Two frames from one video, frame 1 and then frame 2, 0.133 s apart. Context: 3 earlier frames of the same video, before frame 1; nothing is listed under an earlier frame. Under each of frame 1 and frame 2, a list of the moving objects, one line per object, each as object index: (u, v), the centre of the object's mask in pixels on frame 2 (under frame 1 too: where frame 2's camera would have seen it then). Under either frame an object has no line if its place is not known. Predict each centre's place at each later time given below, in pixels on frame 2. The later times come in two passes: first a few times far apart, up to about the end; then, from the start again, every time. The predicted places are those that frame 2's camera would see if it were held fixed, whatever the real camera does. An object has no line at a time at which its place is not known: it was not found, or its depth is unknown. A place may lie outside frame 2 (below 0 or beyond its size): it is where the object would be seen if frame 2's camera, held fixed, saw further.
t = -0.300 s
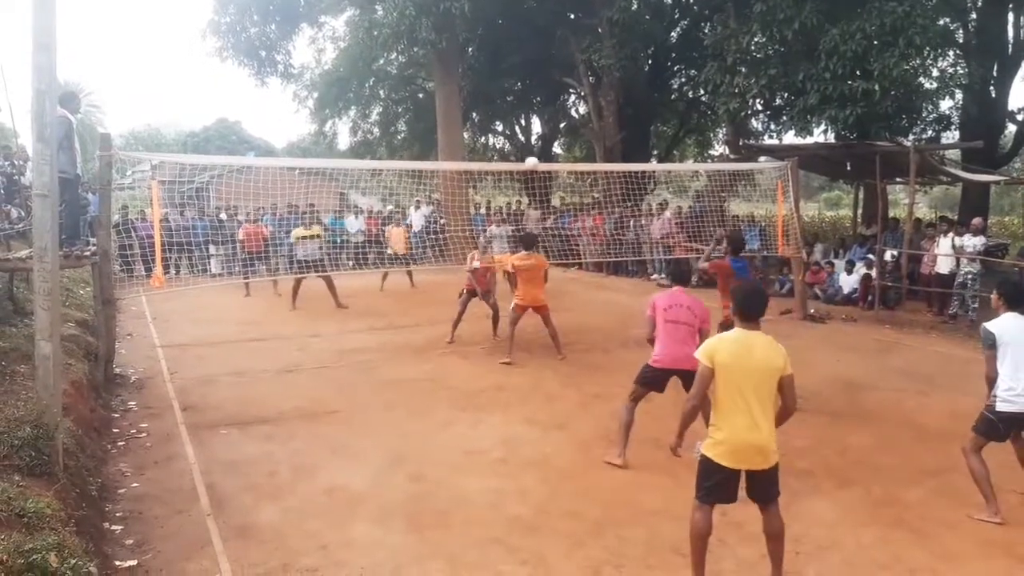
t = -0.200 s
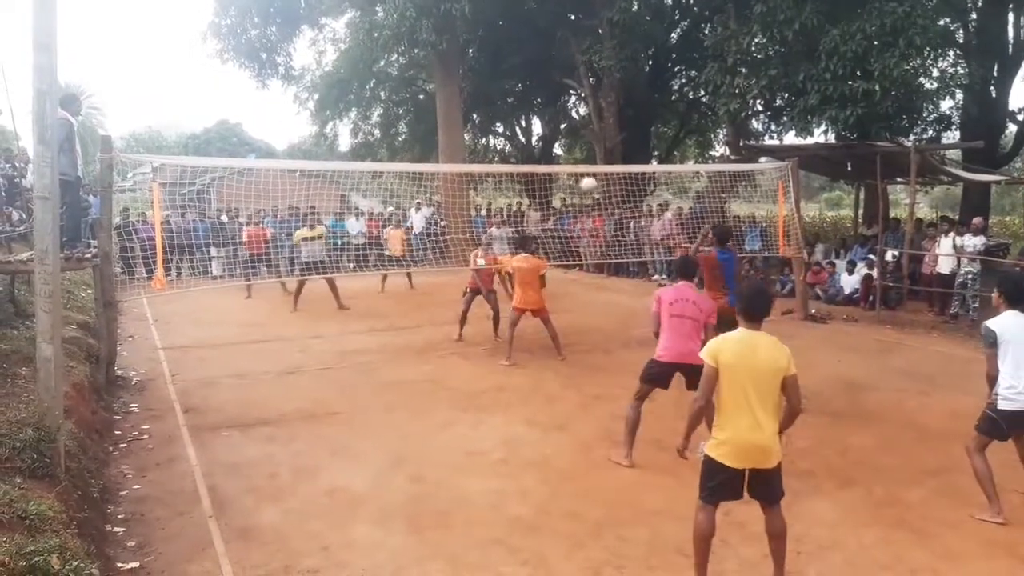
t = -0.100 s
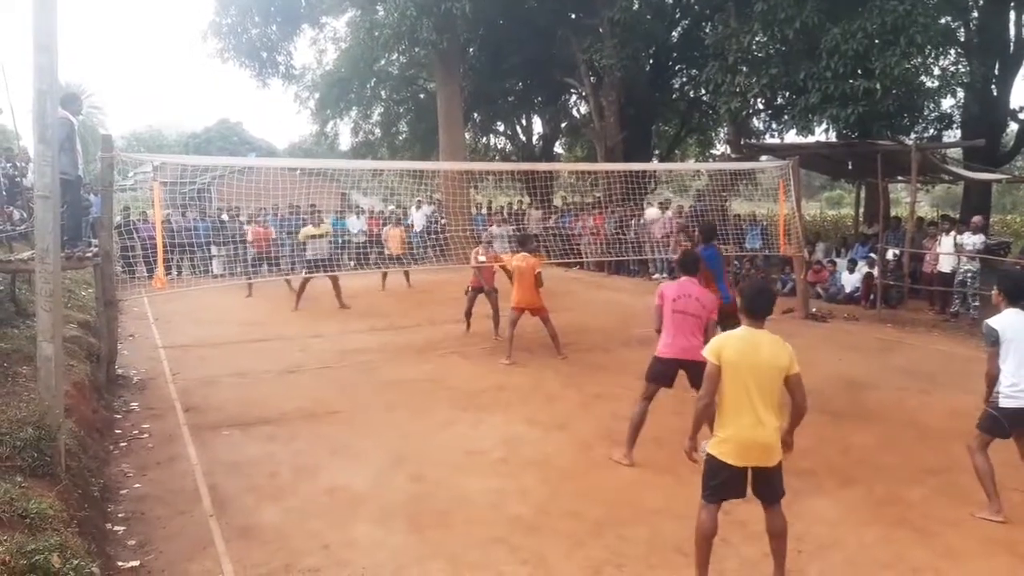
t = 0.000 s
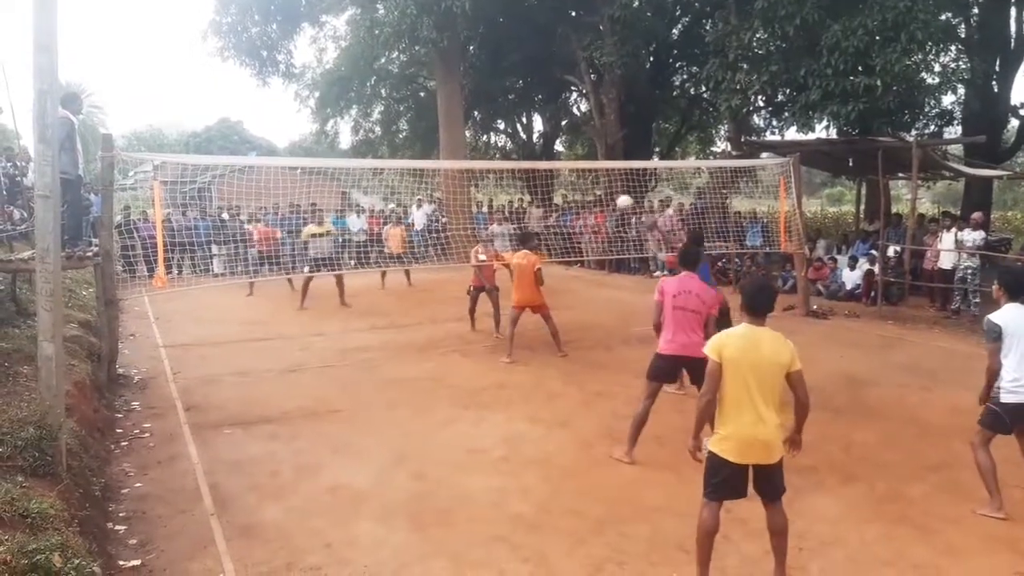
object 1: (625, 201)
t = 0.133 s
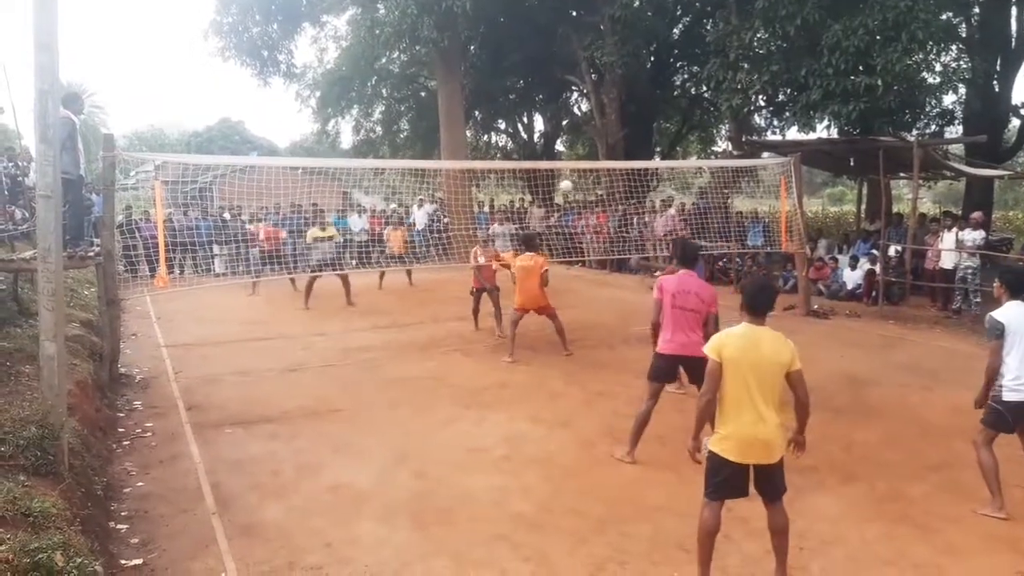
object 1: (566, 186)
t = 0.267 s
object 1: (537, 184)
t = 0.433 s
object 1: (556, 210)
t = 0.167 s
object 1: (553, 185)
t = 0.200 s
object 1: (542, 183)
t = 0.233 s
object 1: (537, 182)
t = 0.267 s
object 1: (537, 184)
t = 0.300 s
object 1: (539, 188)
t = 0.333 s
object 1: (543, 192)
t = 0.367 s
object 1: (547, 197)
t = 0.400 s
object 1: (552, 203)
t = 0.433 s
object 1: (556, 210)
